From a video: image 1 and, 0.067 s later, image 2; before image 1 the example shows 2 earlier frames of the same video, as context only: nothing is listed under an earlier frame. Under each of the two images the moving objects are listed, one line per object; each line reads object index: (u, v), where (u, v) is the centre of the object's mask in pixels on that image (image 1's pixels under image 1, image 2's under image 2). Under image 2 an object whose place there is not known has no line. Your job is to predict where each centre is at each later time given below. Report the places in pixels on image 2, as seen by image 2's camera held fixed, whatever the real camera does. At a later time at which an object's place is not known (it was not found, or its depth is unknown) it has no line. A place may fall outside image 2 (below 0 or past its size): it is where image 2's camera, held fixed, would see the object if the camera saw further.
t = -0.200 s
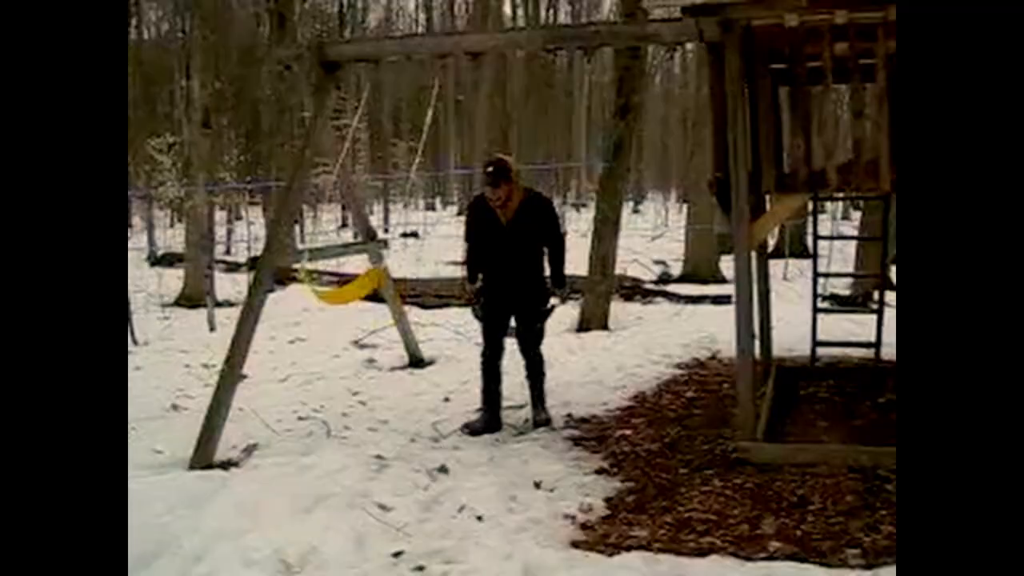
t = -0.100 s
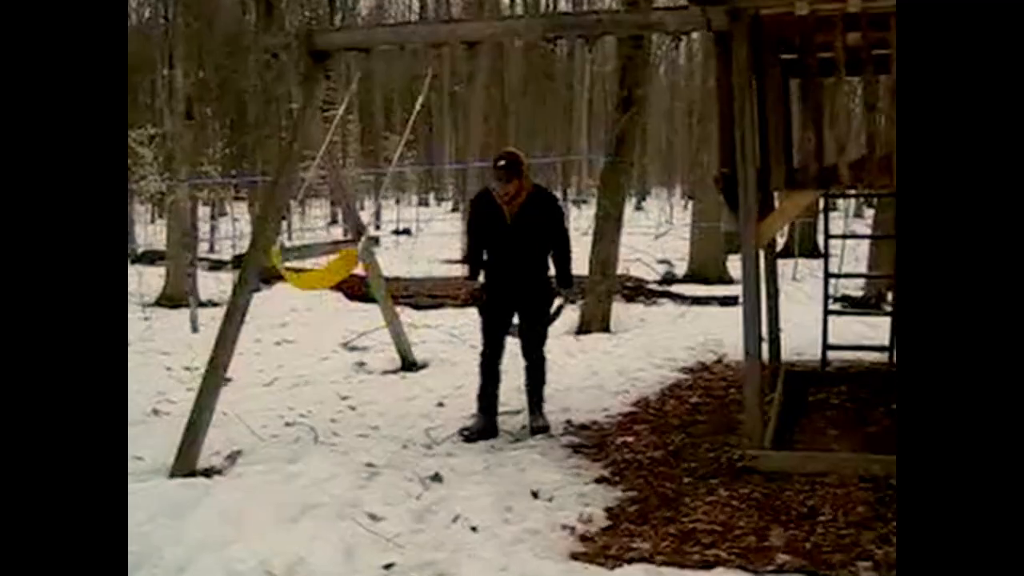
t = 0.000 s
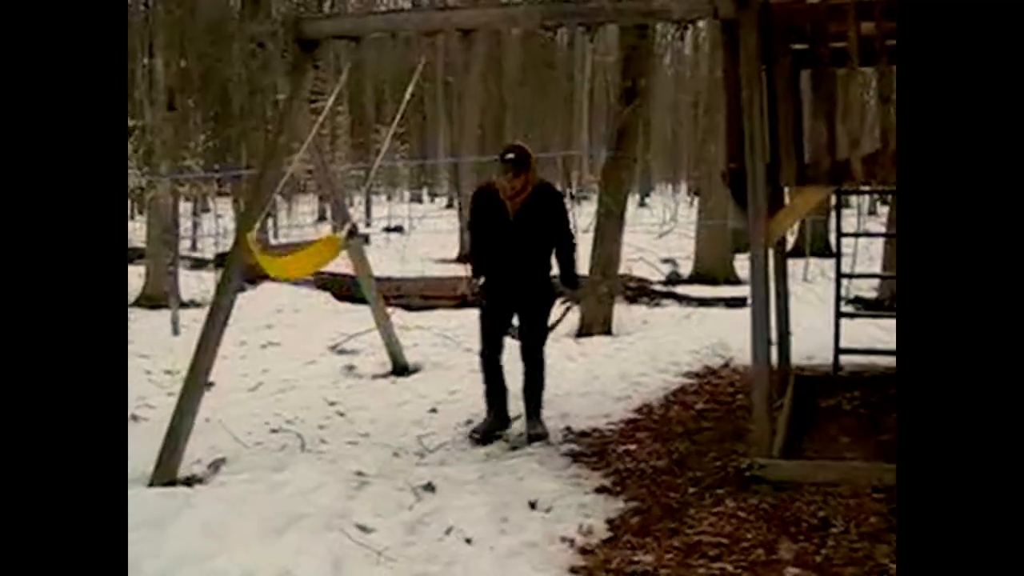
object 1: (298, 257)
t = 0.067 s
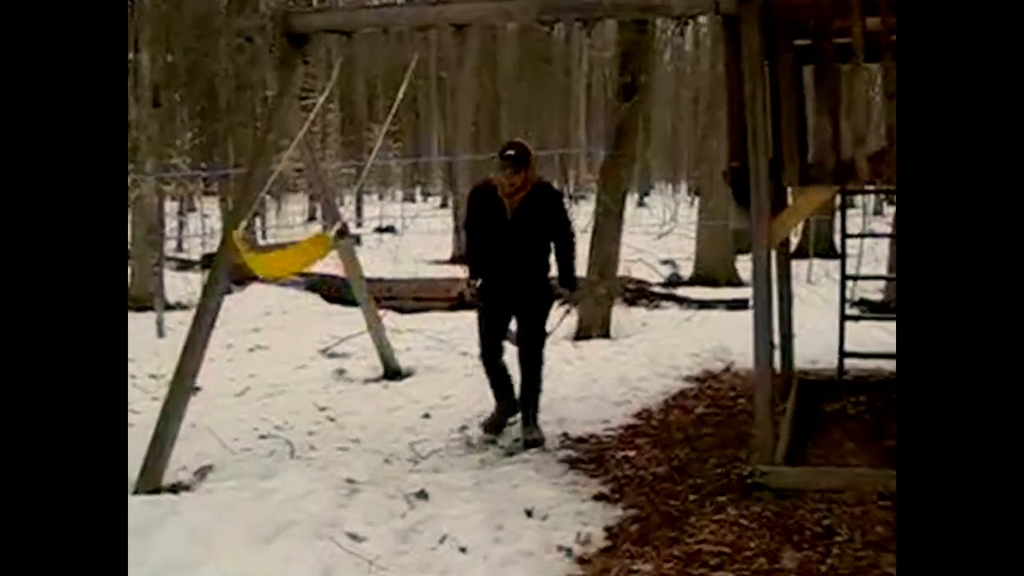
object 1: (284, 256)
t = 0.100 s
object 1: (285, 256)
